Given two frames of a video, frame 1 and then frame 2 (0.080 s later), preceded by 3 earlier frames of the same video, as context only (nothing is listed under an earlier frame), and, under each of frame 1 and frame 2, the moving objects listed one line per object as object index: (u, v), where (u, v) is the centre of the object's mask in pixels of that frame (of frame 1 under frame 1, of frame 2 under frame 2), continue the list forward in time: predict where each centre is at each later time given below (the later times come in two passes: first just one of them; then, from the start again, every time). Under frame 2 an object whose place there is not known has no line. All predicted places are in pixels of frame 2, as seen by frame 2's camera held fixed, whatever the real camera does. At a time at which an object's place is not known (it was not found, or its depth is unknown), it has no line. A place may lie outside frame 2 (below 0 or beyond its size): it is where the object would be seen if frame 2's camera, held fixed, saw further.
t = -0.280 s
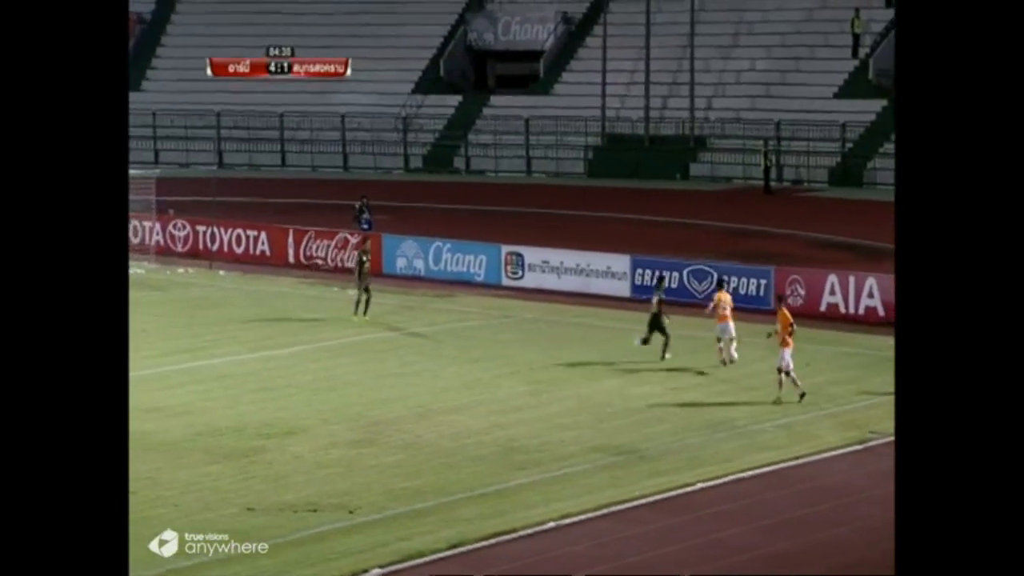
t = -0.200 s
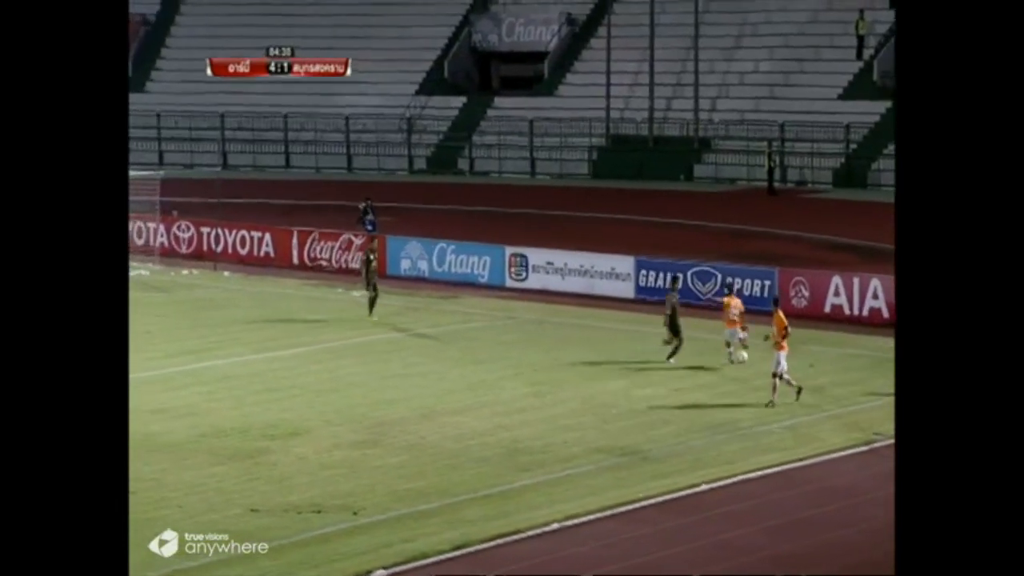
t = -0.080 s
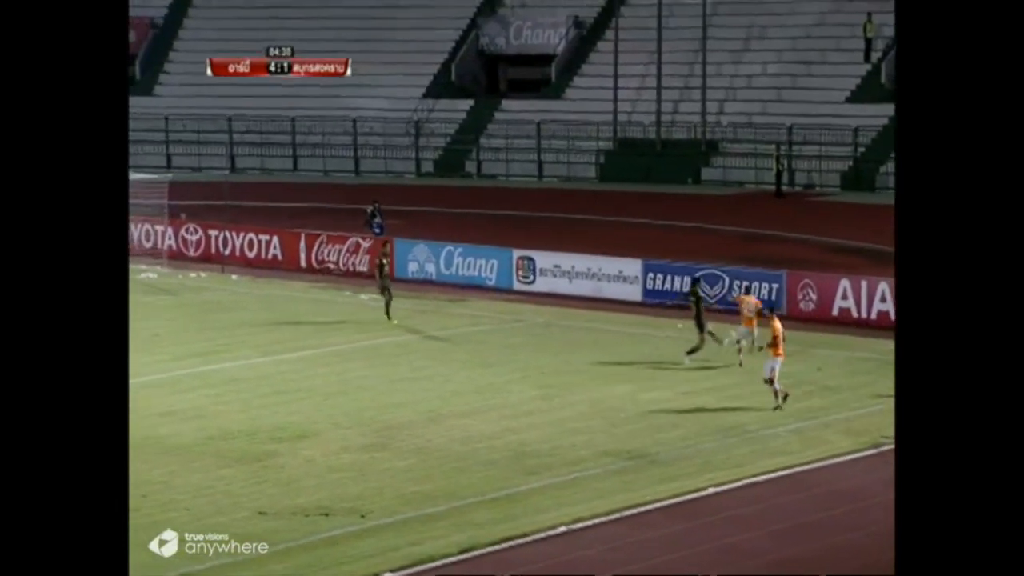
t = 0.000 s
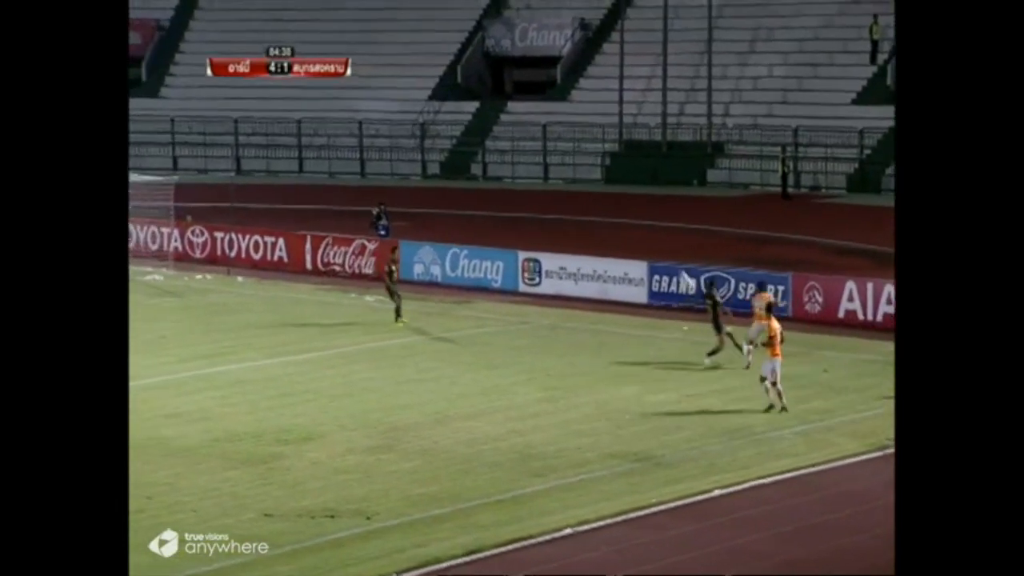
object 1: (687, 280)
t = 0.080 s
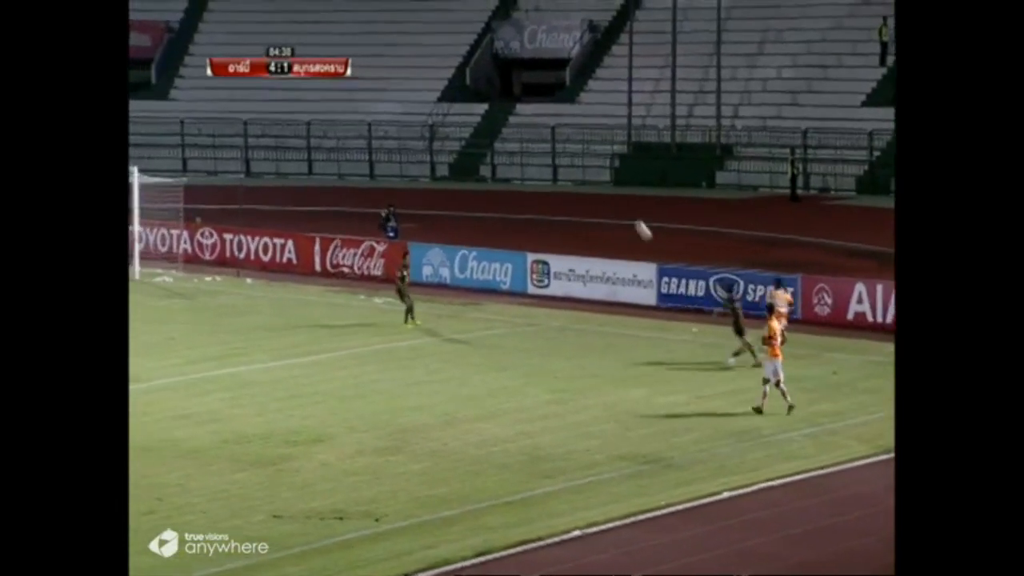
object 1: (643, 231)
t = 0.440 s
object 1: (432, 75)
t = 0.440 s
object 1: (432, 75)
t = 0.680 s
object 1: (308, 29)
